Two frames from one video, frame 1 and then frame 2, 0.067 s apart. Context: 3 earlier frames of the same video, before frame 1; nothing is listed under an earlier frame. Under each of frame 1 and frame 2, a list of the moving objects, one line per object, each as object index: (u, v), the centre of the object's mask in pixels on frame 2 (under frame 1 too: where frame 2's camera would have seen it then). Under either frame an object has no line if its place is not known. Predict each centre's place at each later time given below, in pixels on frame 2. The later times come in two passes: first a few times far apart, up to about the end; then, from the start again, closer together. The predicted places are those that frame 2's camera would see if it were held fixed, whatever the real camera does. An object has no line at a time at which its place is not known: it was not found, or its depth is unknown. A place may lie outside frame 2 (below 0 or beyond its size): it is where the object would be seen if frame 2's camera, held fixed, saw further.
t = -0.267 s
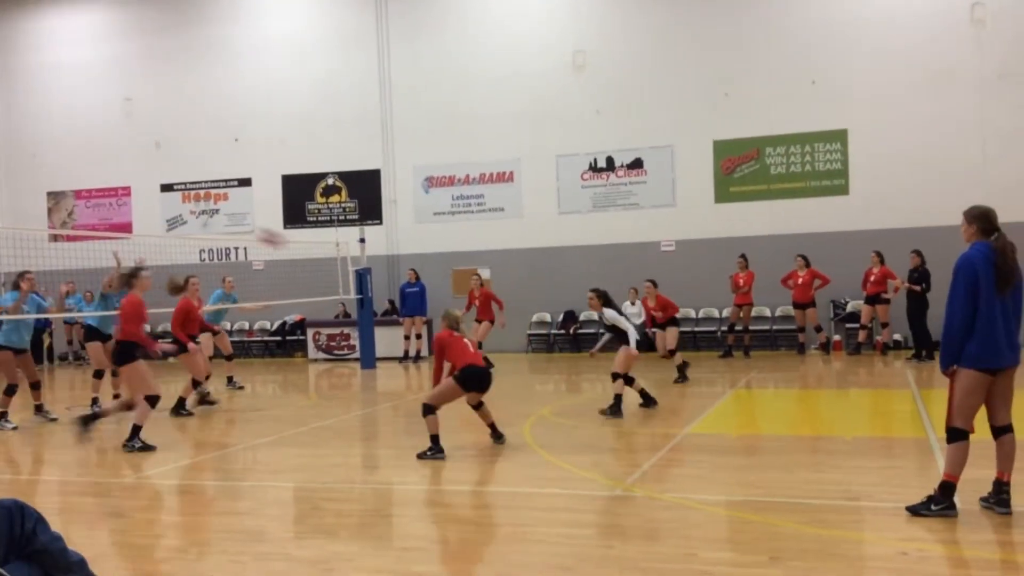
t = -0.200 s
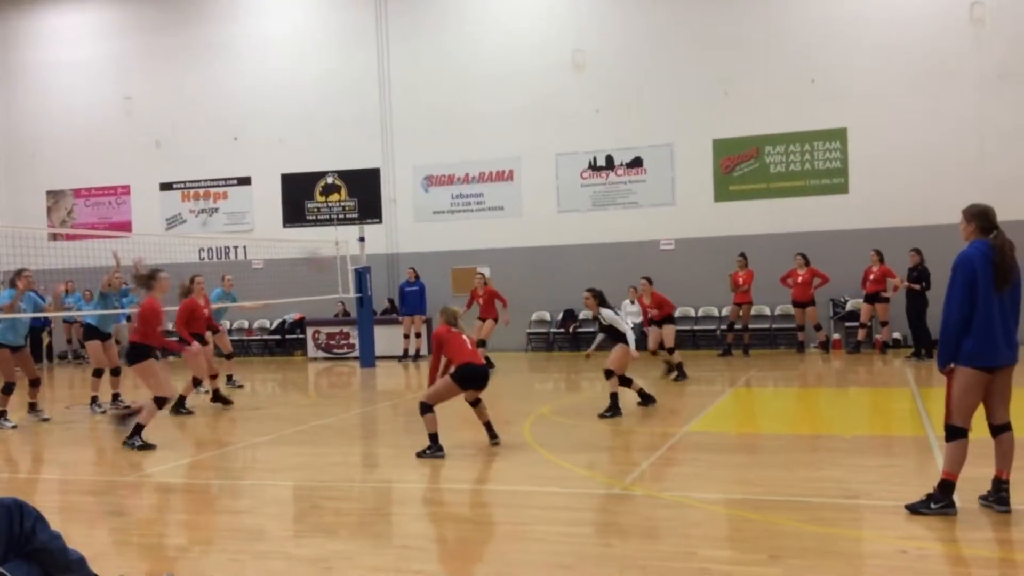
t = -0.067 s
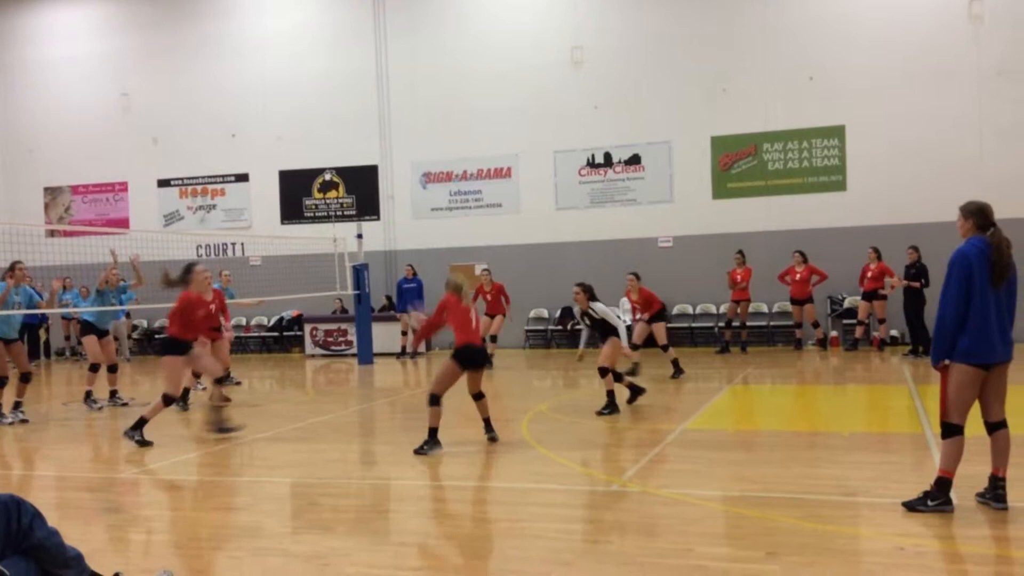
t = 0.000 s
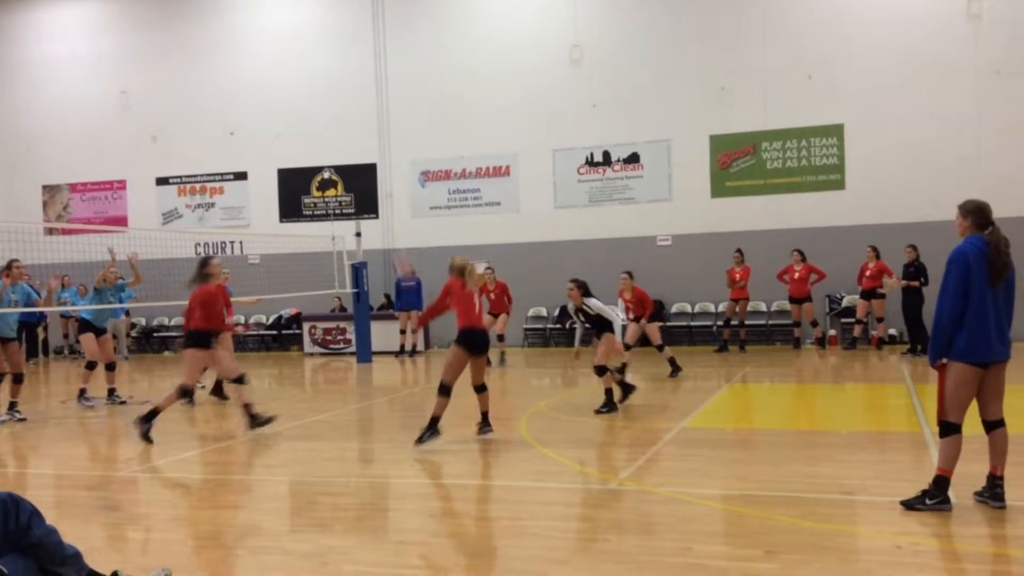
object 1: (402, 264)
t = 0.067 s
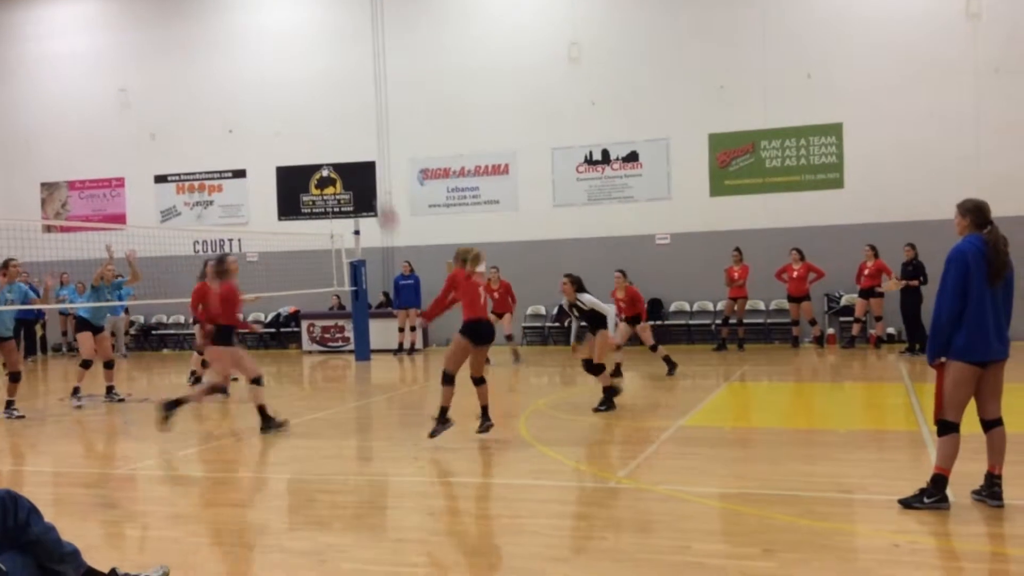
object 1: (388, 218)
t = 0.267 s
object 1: (345, 111)
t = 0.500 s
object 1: (305, 53)
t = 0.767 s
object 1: (271, 54)
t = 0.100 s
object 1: (380, 194)
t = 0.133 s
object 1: (371, 173)
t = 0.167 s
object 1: (365, 156)
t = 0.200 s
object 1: (358, 138)
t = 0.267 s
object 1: (345, 111)
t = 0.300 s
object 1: (338, 98)
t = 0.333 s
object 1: (332, 88)
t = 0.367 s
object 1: (326, 78)
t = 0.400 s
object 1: (321, 70)
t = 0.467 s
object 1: (310, 57)
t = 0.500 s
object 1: (305, 53)
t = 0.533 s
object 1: (301, 50)
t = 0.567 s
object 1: (296, 47)
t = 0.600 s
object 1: (291, 46)
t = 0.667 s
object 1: (283, 47)
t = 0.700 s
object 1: (279, 48)
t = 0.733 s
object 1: (275, 50)
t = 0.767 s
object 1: (271, 54)
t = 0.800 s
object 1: (268, 59)
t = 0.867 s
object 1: (260, 70)
